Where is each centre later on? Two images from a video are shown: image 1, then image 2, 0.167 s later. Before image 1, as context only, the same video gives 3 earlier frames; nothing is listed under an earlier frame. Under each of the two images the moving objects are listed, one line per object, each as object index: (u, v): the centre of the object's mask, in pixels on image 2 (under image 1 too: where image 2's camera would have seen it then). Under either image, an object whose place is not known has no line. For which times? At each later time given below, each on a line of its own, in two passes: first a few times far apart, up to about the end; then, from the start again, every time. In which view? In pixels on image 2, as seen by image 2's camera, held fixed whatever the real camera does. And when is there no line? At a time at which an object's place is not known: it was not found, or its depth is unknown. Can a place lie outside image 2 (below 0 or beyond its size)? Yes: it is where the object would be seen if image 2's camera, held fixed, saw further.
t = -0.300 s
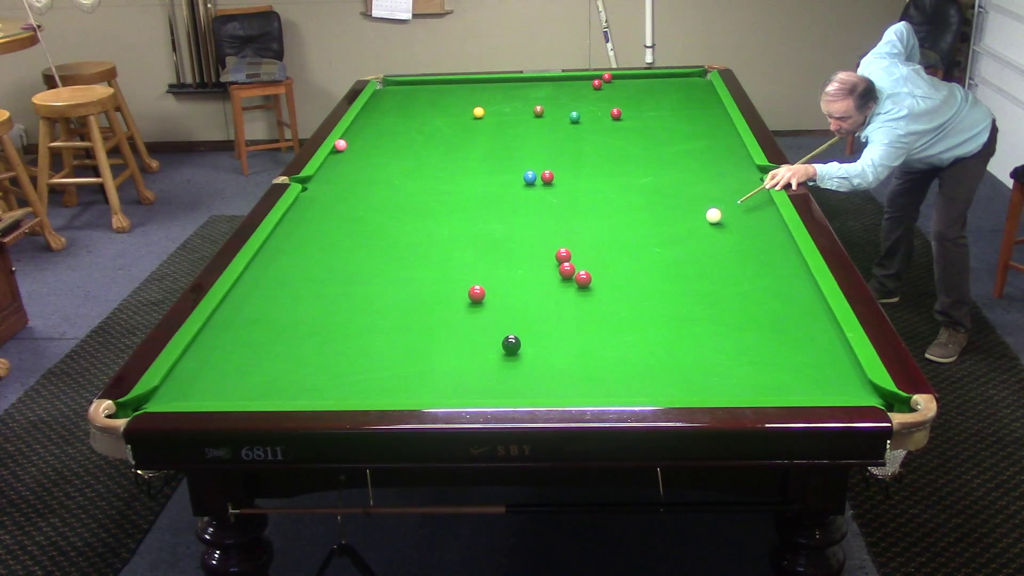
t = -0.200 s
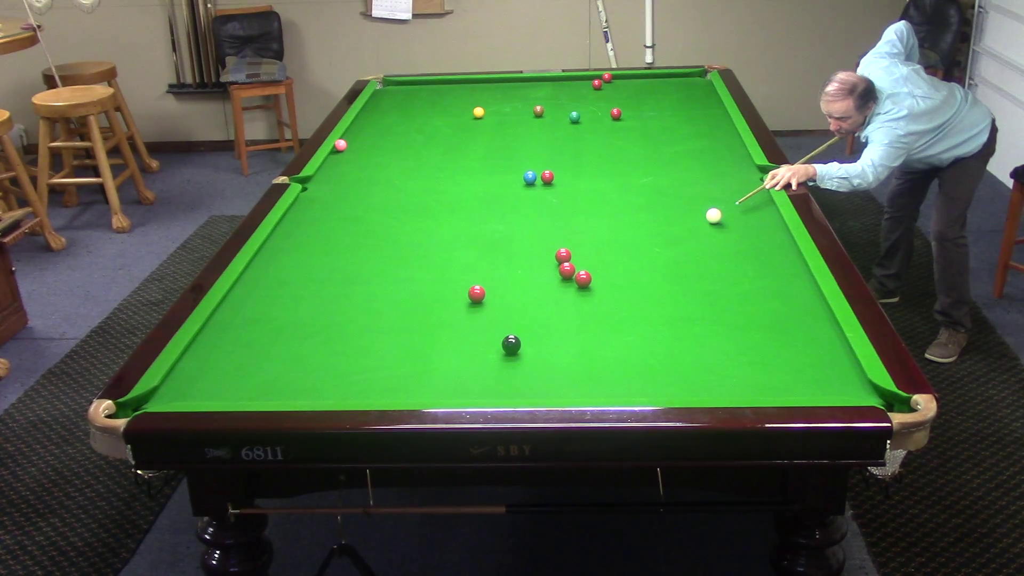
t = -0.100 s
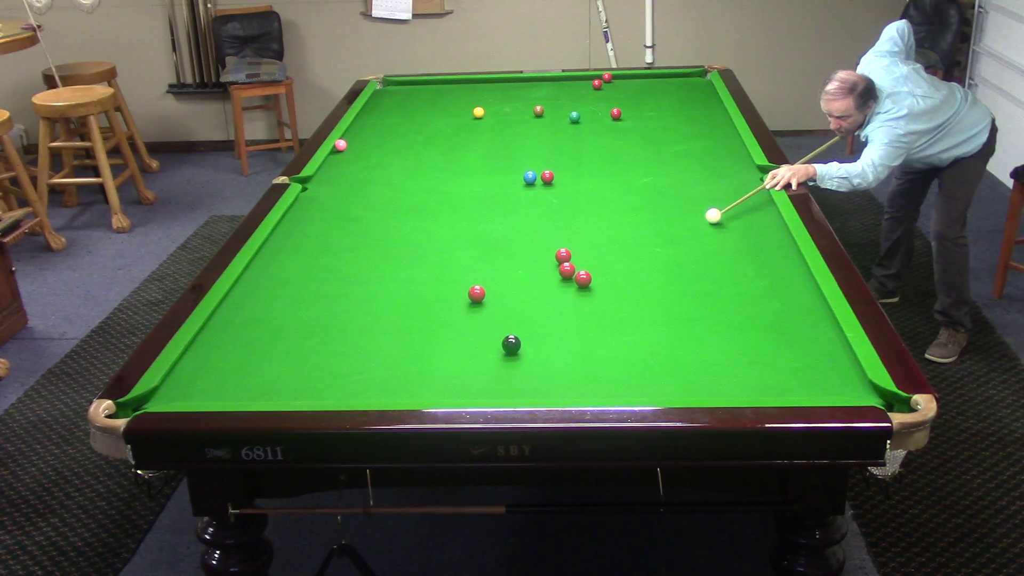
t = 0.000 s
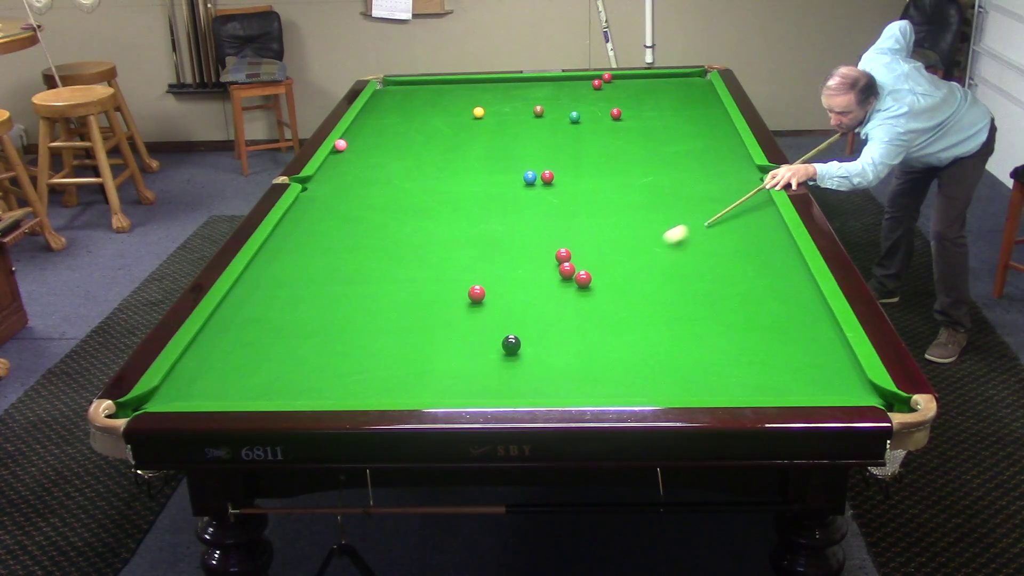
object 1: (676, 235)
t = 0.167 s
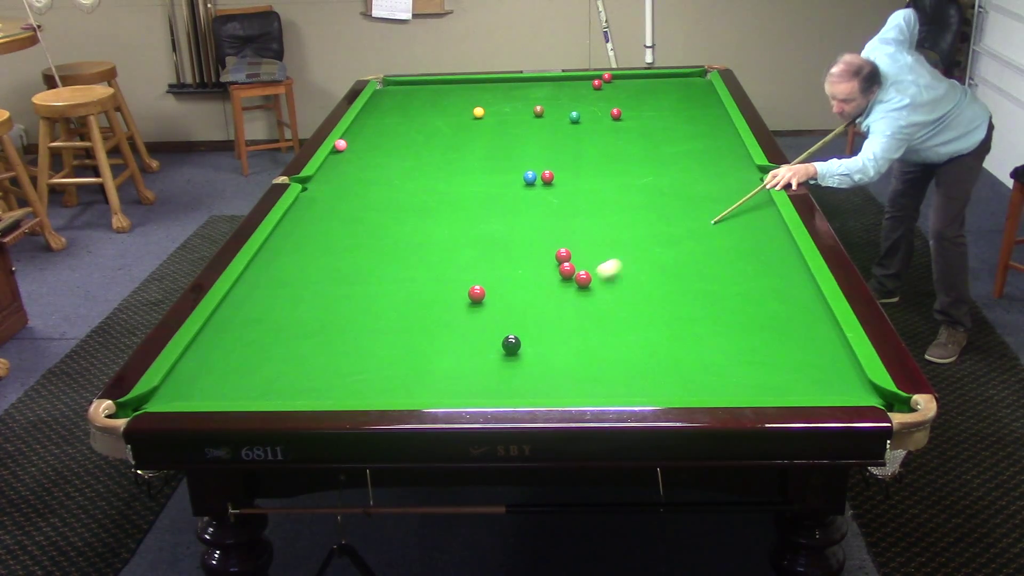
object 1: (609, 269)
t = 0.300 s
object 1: (603, 281)
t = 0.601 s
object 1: (616, 298)
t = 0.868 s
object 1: (627, 313)
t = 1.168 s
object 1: (640, 329)
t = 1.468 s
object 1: (653, 346)
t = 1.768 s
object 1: (666, 362)
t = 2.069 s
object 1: (677, 377)
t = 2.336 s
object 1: (687, 388)
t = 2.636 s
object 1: (693, 390)
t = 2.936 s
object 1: (694, 386)
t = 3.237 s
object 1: (695, 379)
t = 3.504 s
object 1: (695, 376)
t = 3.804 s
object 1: (694, 373)
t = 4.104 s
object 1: (694, 372)
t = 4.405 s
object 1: (694, 373)
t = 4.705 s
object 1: (694, 373)
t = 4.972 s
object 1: (694, 373)
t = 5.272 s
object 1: (694, 373)
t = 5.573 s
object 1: (694, 373)
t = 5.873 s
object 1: (694, 373)
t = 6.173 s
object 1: (694, 373)
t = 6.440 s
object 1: (694, 373)
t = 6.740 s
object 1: (694, 373)
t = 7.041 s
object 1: (694, 373)
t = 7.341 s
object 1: (694, 373)
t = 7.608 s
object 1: (694, 372)
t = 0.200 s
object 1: (599, 274)
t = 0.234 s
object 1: (600, 277)
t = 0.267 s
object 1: (602, 279)
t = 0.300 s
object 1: (603, 281)
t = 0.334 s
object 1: (605, 283)
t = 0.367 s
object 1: (606, 285)
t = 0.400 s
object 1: (607, 286)
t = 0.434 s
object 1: (609, 288)
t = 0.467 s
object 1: (610, 290)
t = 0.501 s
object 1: (611, 292)
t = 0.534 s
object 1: (613, 294)
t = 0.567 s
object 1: (614, 296)
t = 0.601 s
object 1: (616, 298)
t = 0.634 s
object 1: (617, 300)
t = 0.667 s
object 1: (618, 301)
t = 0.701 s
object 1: (620, 303)
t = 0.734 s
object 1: (621, 305)
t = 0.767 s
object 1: (623, 307)
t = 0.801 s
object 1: (624, 309)
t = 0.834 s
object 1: (626, 311)
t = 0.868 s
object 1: (627, 313)
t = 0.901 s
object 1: (629, 315)
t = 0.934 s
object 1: (630, 316)
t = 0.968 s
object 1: (632, 318)
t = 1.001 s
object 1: (633, 320)
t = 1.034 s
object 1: (634, 322)
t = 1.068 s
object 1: (636, 324)
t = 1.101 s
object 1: (638, 326)
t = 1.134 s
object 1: (639, 327)
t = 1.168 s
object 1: (640, 329)
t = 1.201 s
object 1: (642, 331)
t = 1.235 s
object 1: (643, 333)
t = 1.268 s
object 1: (645, 335)
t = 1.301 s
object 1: (646, 337)
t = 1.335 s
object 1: (648, 339)
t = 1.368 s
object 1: (649, 341)
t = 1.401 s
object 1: (650, 342)
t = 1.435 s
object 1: (652, 344)
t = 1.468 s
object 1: (653, 346)
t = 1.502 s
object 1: (655, 348)
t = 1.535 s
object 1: (656, 349)
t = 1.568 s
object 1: (657, 351)
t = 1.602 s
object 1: (659, 353)
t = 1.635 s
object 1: (660, 355)
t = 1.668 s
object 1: (662, 357)
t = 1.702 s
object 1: (663, 359)
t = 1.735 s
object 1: (664, 360)
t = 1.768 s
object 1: (666, 362)
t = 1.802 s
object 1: (667, 364)
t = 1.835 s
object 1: (668, 365)
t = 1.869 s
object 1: (670, 367)
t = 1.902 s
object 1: (671, 369)
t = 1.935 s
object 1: (672, 371)
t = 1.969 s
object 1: (673, 372)
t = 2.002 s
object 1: (675, 374)
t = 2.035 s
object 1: (676, 376)
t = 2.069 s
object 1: (677, 377)
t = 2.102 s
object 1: (678, 379)
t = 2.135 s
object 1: (680, 380)
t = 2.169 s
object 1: (681, 382)
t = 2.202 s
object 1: (682, 384)
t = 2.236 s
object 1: (683, 386)
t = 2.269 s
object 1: (684, 387)
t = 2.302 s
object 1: (686, 388)
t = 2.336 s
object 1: (687, 388)
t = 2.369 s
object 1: (688, 389)
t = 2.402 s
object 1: (689, 390)
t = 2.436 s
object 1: (690, 392)
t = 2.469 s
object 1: (691, 393)
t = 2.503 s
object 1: (692, 393)
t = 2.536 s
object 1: (692, 392)
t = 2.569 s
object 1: (693, 391)
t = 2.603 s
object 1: (693, 390)
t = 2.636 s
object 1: (693, 390)
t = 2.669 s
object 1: (693, 389)
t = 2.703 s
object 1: (693, 389)
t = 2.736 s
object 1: (694, 388)
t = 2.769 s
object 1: (694, 388)
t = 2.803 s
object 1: (694, 387)
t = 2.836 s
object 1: (694, 387)
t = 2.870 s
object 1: (694, 387)
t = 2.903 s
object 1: (694, 386)
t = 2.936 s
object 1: (694, 386)
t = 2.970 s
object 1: (694, 384)
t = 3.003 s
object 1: (694, 384)
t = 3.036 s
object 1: (695, 383)
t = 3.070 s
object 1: (695, 382)
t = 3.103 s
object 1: (695, 382)
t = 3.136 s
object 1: (695, 381)
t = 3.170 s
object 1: (695, 380)
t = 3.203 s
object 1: (695, 380)
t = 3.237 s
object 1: (695, 379)
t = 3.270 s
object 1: (695, 379)
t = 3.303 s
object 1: (695, 378)
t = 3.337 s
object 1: (695, 378)
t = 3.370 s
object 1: (695, 377)
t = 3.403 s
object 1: (695, 377)
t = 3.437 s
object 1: (695, 376)
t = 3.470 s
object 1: (695, 376)
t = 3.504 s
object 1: (695, 376)
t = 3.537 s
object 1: (695, 375)
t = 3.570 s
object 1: (695, 375)
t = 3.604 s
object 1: (695, 375)
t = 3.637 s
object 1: (695, 374)
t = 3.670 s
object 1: (694, 374)
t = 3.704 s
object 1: (694, 374)
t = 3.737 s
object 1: (694, 374)
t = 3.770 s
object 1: (694, 373)
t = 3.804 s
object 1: (694, 373)
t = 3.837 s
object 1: (694, 373)
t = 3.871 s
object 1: (694, 373)
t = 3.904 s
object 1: (694, 373)
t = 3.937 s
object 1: (694, 373)
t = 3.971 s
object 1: (694, 372)
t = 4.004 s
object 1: (694, 372)
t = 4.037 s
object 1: (694, 372)
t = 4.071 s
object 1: (694, 372)
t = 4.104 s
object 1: (694, 372)
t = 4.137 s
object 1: (694, 372)
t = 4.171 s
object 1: (694, 372)
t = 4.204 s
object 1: (694, 372)
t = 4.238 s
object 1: (694, 372)
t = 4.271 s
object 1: (694, 372)
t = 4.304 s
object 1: (694, 372)
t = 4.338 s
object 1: (694, 373)
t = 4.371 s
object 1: (694, 373)
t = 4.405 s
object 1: (694, 373)
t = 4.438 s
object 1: (694, 373)
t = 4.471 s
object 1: (694, 373)
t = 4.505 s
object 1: (694, 373)
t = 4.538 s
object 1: (694, 373)
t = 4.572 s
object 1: (694, 373)
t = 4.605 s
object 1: (694, 373)
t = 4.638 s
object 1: (694, 373)
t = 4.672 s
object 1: (694, 373)
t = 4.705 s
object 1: (694, 373)
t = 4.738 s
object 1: (694, 373)
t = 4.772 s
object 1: (694, 373)
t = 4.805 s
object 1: (694, 373)
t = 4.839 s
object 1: (694, 373)
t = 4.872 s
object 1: (694, 373)
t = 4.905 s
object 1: (694, 373)
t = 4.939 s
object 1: (694, 373)
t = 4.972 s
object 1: (694, 373)
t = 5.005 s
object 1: (694, 373)
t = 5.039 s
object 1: (694, 373)
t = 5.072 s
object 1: (694, 373)
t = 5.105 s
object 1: (694, 373)
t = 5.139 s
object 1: (694, 373)
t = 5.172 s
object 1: (694, 373)
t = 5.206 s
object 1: (694, 373)
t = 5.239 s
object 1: (694, 373)
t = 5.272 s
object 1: (694, 373)
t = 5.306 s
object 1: (694, 373)
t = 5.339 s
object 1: (694, 373)
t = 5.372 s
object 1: (694, 373)
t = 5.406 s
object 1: (694, 373)
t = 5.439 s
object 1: (694, 373)
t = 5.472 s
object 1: (694, 373)
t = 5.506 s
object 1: (694, 373)
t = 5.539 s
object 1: (694, 373)
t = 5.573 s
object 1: (694, 373)
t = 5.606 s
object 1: (694, 373)
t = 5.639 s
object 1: (694, 373)
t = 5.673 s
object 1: (694, 373)
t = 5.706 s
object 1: (694, 373)
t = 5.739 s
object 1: (694, 373)
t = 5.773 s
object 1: (694, 373)
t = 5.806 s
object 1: (694, 373)
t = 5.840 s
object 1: (694, 373)
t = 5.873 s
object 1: (694, 373)
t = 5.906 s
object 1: (694, 373)
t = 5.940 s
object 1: (694, 373)
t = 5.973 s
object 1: (694, 373)
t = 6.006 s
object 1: (694, 373)
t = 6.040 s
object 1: (694, 373)
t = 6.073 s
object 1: (694, 373)
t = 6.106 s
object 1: (694, 373)
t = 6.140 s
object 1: (694, 373)
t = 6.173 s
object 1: (694, 373)
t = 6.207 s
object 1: (694, 373)
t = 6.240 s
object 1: (694, 373)
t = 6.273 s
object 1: (694, 373)
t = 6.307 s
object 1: (694, 373)
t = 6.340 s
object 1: (694, 373)
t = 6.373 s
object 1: (694, 373)
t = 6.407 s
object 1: (694, 373)
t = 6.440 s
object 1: (694, 373)
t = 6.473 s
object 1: (694, 373)
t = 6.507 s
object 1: (694, 373)
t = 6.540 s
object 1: (694, 373)
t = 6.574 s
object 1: (694, 373)
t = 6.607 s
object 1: (694, 373)
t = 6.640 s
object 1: (694, 373)
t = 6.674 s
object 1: (694, 373)
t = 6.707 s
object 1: (694, 373)
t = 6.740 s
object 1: (694, 373)
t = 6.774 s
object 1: (694, 373)
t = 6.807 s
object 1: (694, 373)
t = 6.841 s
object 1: (694, 373)
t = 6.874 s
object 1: (694, 373)
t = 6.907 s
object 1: (694, 373)
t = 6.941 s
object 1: (694, 373)
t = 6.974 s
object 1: (694, 373)
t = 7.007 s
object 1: (694, 373)
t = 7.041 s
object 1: (694, 373)
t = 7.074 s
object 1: (694, 373)
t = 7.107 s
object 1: (694, 373)
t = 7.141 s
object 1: (694, 373)
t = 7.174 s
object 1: (694, 373)
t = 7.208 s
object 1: (694, 373)
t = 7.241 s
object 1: (694, 373)
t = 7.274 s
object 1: (694, 373)
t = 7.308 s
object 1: (694, 373)
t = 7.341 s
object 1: (694, 373)
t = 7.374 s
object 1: (694, 373)
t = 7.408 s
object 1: (694, 373)
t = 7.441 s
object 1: (694, 373)
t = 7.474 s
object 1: (694, 373)
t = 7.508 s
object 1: (694, 373)
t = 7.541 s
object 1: (694, 373)
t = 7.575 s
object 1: (694, 373)
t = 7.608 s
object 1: (694, 372)
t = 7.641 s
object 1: (694, 373)
